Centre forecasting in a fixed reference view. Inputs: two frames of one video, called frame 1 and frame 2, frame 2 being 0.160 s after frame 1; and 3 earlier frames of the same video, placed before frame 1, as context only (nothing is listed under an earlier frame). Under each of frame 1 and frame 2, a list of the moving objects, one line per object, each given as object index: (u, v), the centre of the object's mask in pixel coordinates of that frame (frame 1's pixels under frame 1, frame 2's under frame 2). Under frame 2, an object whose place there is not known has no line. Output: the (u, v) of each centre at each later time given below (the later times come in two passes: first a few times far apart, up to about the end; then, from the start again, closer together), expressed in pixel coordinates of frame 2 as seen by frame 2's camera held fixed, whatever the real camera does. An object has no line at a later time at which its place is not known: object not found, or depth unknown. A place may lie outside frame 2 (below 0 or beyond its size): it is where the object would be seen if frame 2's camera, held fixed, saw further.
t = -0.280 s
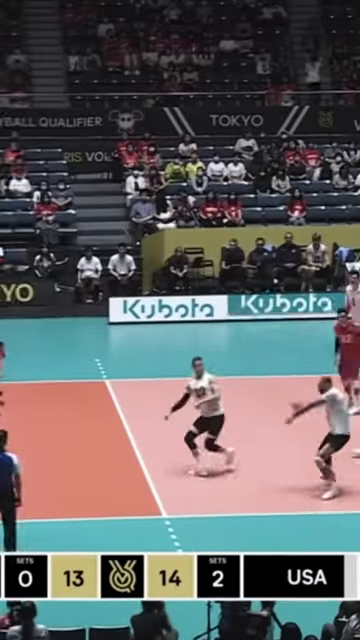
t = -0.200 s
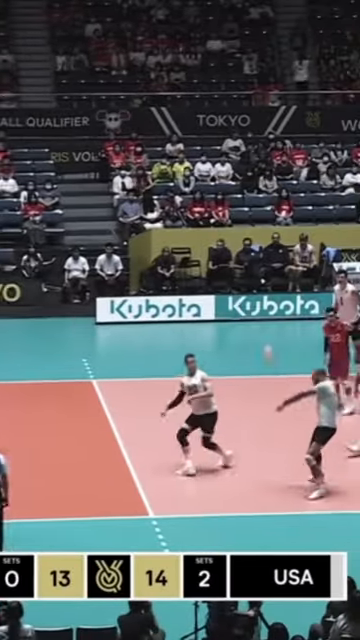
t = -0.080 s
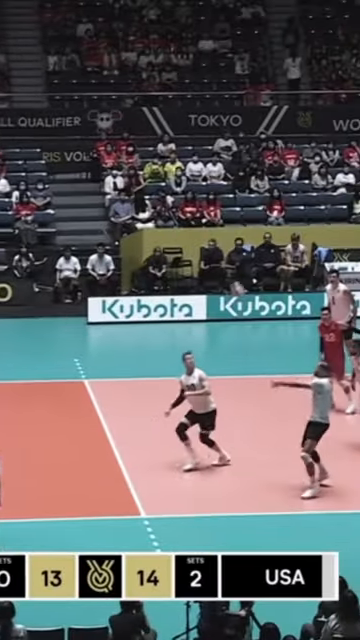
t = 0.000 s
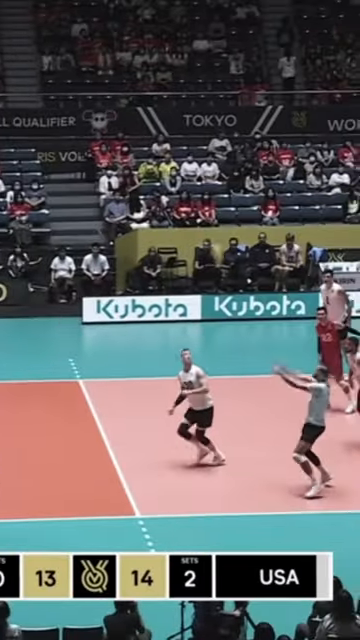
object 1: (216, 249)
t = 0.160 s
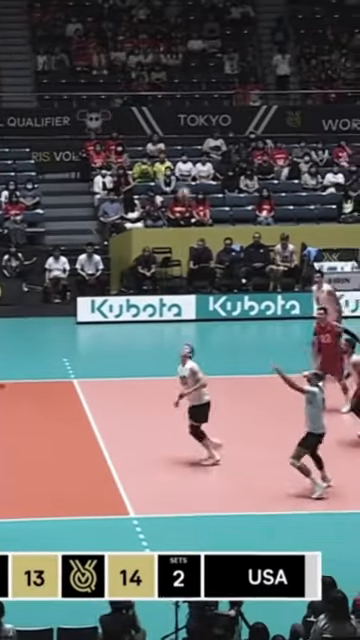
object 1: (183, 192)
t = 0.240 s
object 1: (169, 169)
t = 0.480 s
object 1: (131, 124)
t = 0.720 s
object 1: (94, 113)
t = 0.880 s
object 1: (70, 127)
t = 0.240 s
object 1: (169, 169)
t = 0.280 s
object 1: (164, 157)
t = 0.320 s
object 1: (159, 148)
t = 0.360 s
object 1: (150, 141)
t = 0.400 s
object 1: (143, 134)
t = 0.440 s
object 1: (137, 129)
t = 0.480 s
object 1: (131, 124)
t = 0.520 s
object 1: (125, 120)
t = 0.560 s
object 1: (119, 117)
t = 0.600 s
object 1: (112, 115)
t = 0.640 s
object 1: (106, 113)
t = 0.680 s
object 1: (100, 112)
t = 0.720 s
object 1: (94, 113)
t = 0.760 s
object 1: (88, 114)
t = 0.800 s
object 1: (82, 118)
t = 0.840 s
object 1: (75, 122)
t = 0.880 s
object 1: (70, 127)
